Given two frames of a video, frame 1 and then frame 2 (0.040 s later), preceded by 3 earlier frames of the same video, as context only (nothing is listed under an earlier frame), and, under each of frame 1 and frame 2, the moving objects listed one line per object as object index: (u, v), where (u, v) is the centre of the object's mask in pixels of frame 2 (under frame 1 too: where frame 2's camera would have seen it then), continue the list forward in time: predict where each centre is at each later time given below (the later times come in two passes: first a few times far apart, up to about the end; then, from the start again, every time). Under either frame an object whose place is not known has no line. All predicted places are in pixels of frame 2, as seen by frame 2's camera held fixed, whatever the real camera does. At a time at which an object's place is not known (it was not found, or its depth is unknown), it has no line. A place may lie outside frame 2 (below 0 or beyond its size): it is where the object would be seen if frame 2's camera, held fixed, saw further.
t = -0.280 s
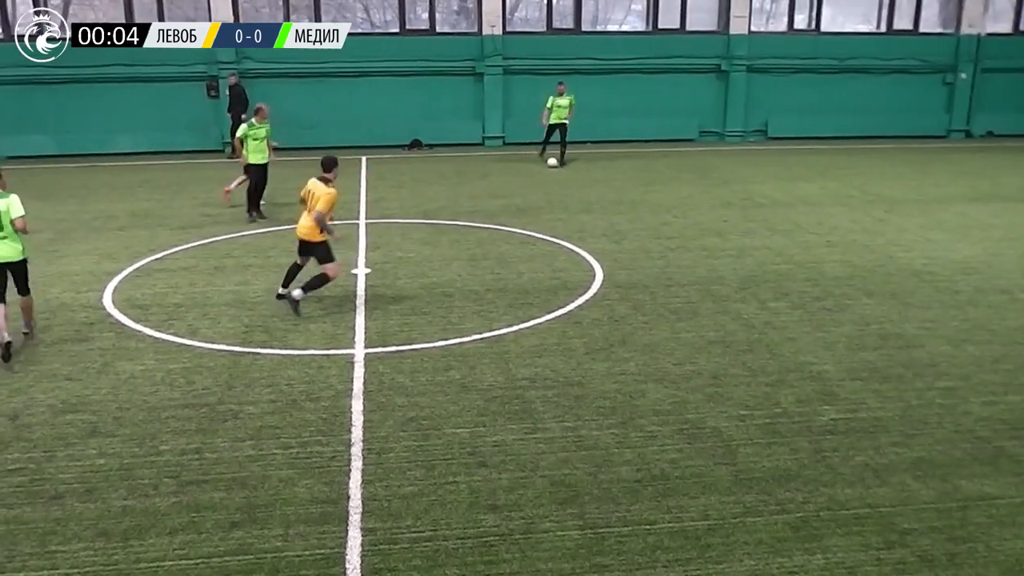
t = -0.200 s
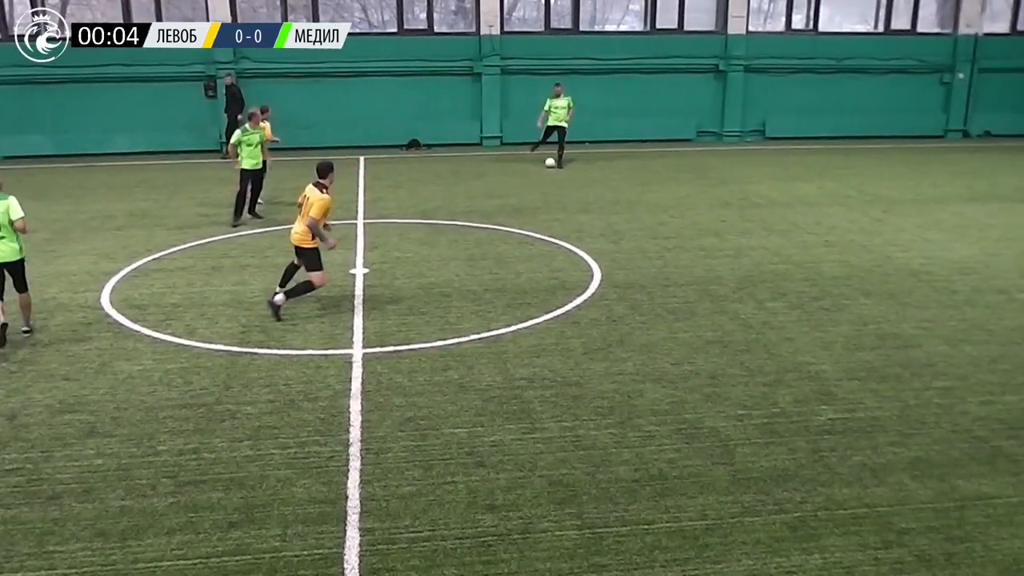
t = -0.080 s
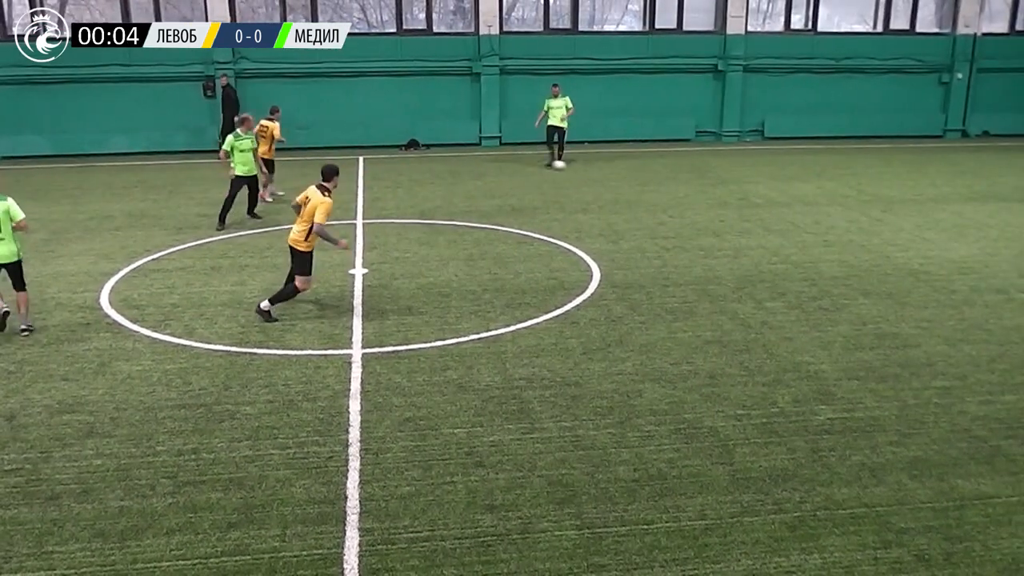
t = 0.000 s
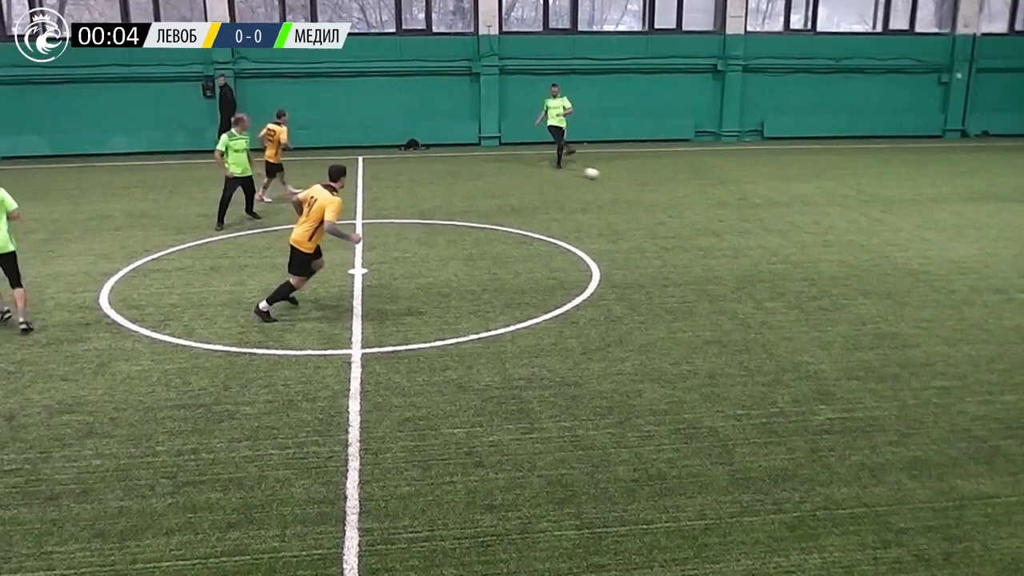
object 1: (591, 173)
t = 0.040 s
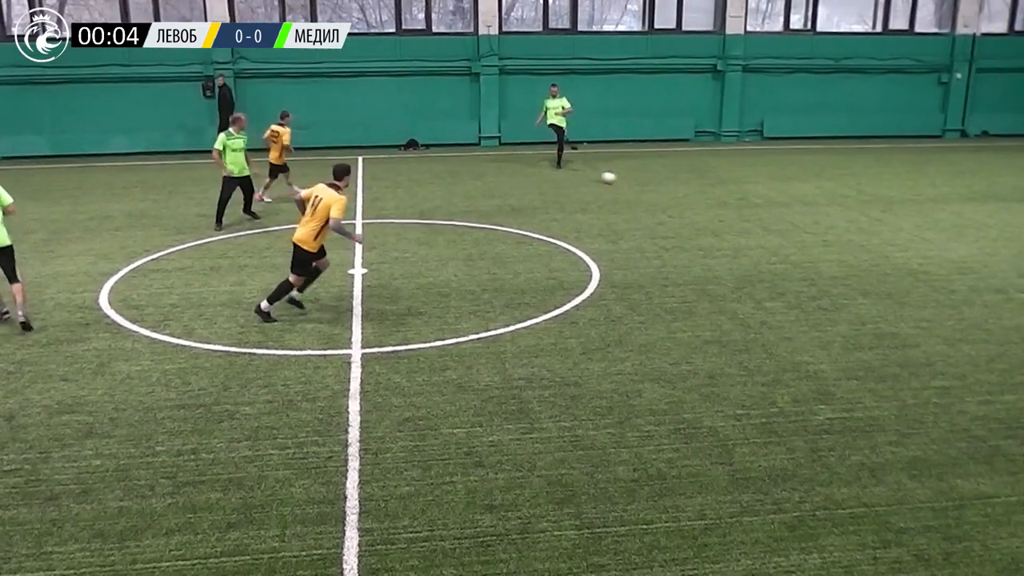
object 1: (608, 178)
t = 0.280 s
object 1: (716, 204)
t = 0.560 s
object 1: (850, 237)
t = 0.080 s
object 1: (625, 181)
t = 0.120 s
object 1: (643, 185)
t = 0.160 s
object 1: (661, 190)
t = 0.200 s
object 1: (679, 195)
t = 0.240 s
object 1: (697, 199)
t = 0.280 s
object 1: (716, 204)
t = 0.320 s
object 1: (735, 209)
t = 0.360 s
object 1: (753, 213)
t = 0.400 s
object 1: (772, 218)
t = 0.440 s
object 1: (791, 223)
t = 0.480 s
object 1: (811, 227)
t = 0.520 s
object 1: (830, 232)
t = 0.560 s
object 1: (850, 237)
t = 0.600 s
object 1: (870, 243)
